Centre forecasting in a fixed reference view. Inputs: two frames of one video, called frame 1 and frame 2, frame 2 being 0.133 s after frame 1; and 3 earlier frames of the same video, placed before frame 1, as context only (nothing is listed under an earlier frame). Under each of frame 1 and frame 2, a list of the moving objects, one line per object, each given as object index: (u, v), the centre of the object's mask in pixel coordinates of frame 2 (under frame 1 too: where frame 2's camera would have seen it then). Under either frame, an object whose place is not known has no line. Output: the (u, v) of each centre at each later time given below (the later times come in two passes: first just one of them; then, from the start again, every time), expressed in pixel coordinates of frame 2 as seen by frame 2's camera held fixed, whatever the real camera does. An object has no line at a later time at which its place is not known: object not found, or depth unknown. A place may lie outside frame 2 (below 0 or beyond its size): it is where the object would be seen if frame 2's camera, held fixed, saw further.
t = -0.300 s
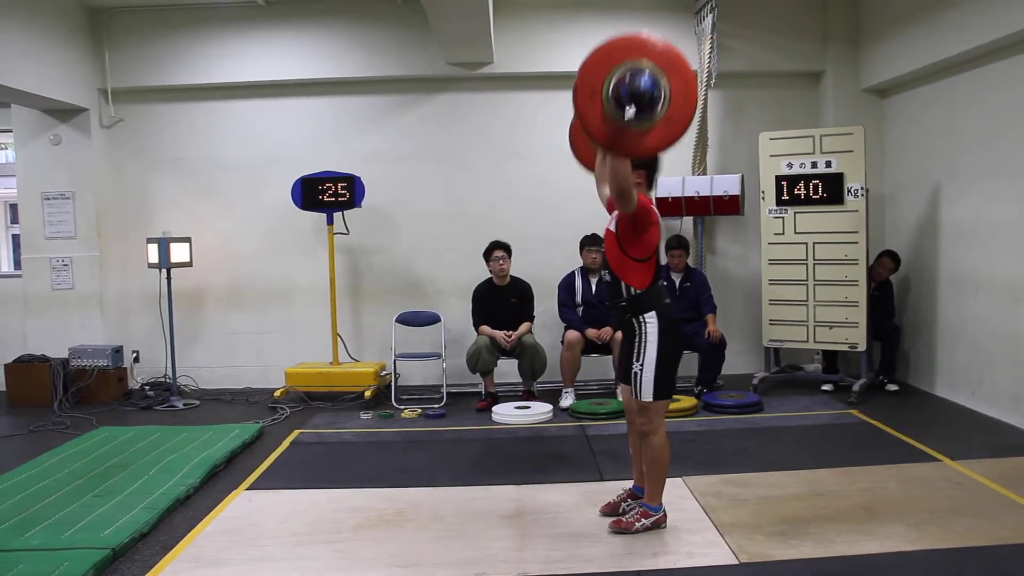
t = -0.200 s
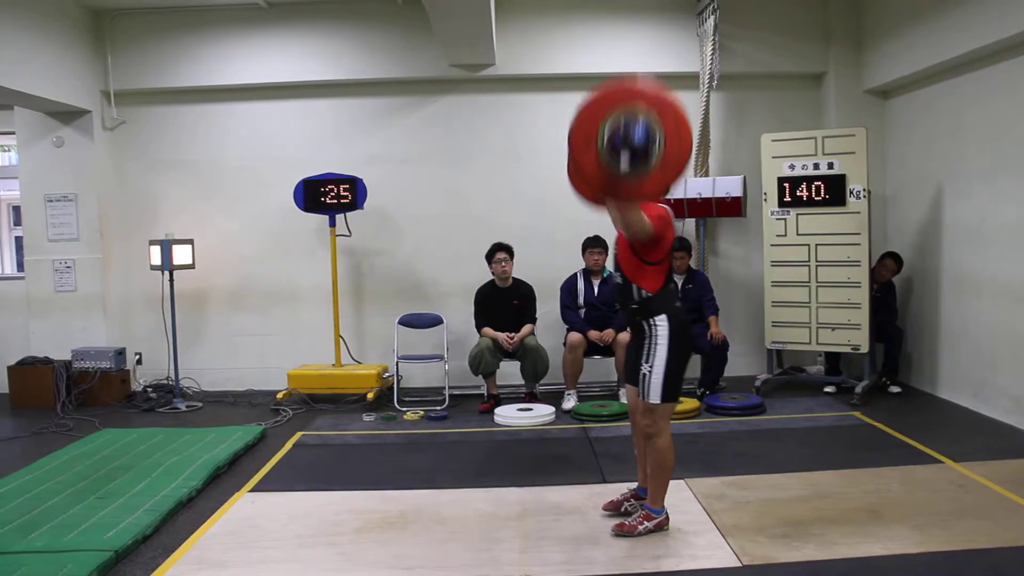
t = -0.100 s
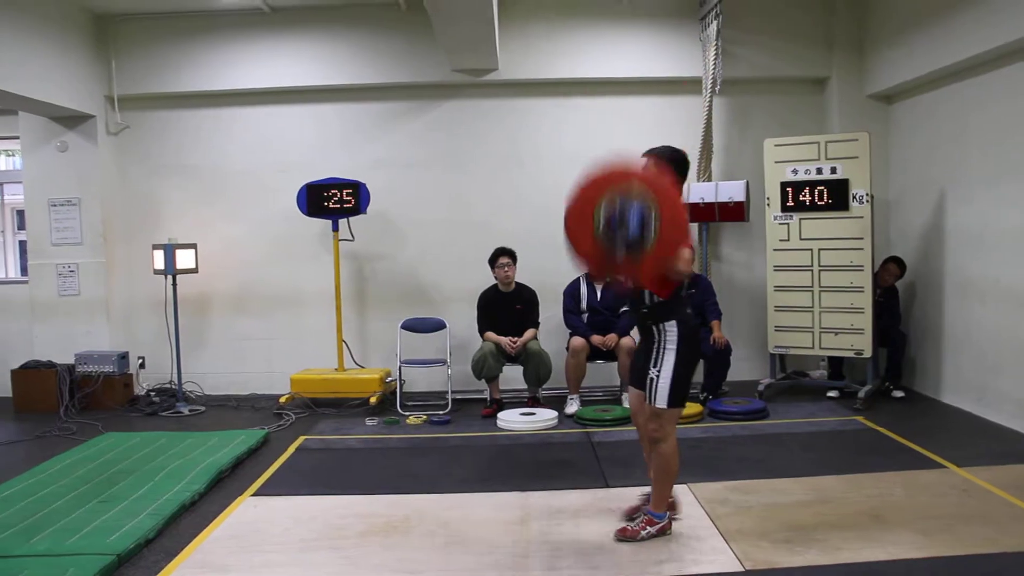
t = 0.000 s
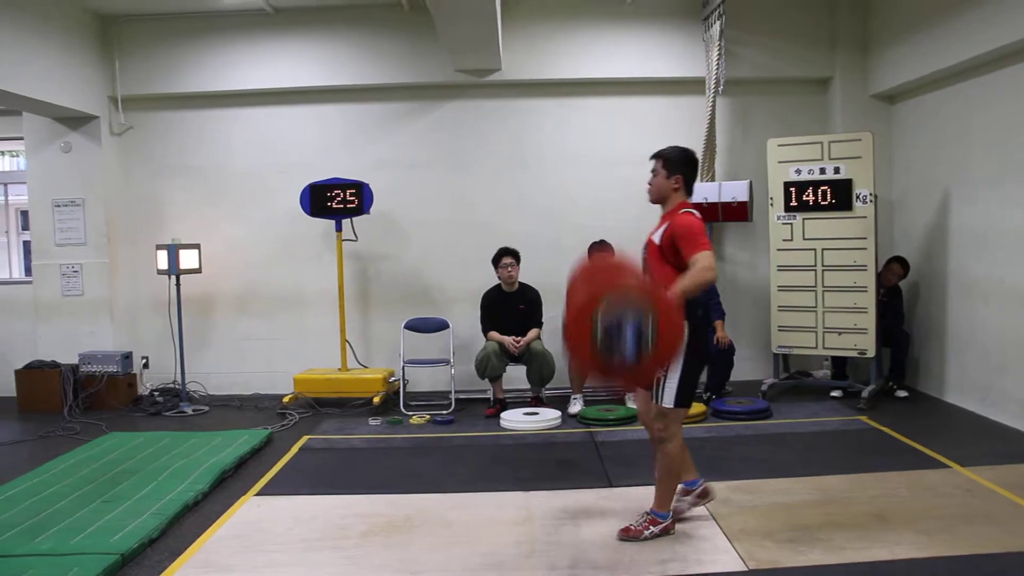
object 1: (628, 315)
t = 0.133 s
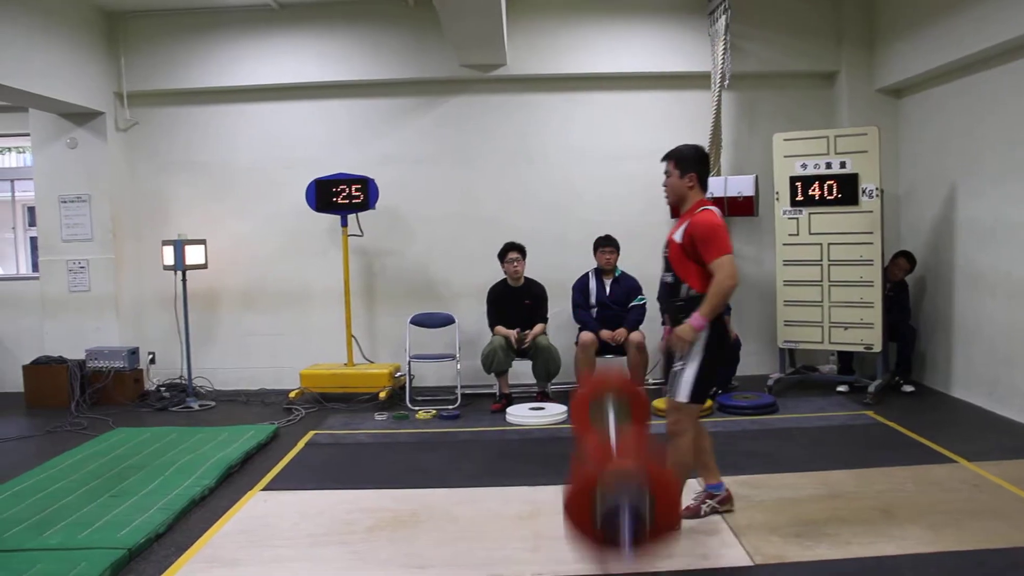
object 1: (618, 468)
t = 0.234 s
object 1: (607, 460)
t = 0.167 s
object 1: (615, 499)
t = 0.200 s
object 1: (612, 483)
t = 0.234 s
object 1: (607, 460)
